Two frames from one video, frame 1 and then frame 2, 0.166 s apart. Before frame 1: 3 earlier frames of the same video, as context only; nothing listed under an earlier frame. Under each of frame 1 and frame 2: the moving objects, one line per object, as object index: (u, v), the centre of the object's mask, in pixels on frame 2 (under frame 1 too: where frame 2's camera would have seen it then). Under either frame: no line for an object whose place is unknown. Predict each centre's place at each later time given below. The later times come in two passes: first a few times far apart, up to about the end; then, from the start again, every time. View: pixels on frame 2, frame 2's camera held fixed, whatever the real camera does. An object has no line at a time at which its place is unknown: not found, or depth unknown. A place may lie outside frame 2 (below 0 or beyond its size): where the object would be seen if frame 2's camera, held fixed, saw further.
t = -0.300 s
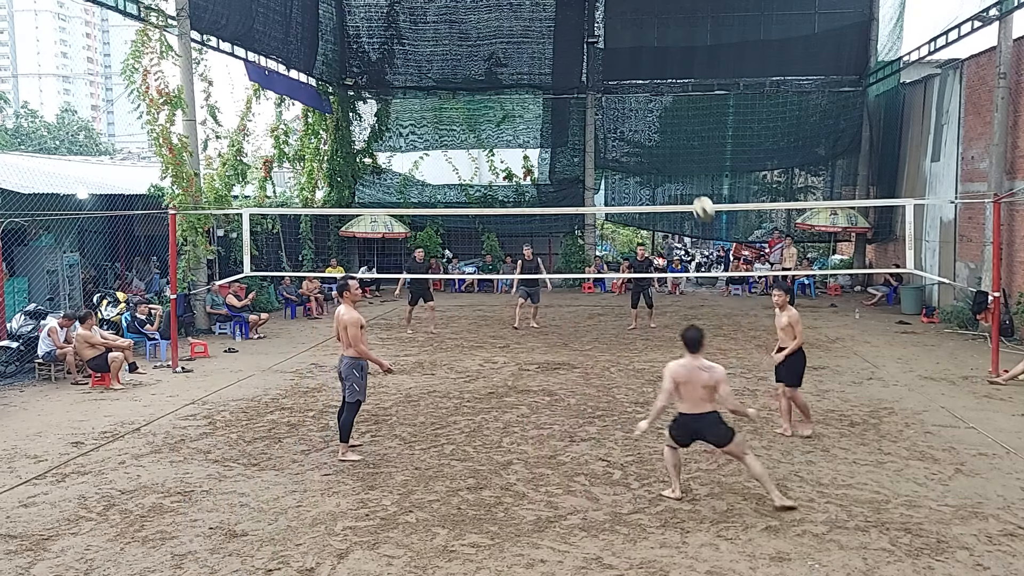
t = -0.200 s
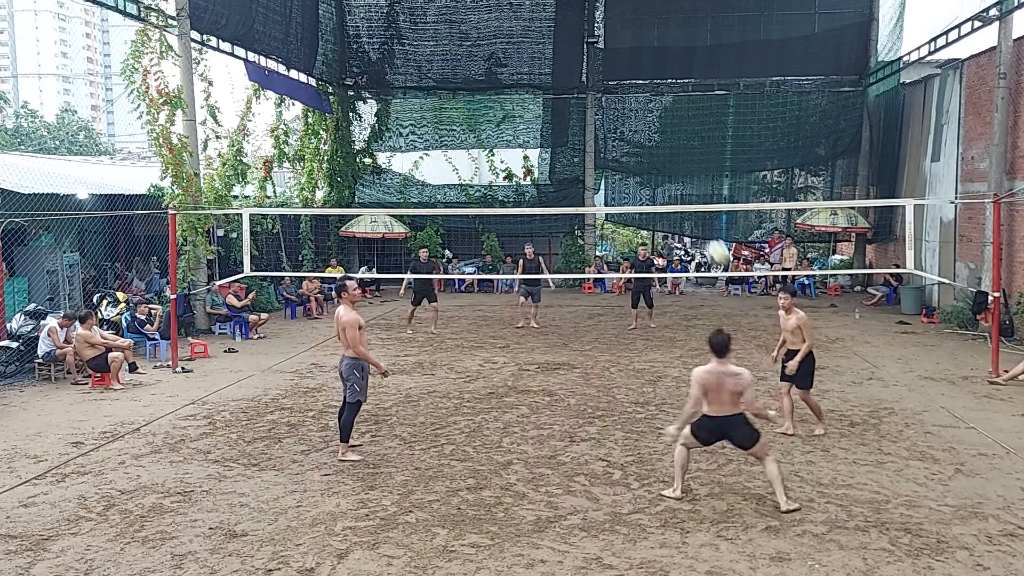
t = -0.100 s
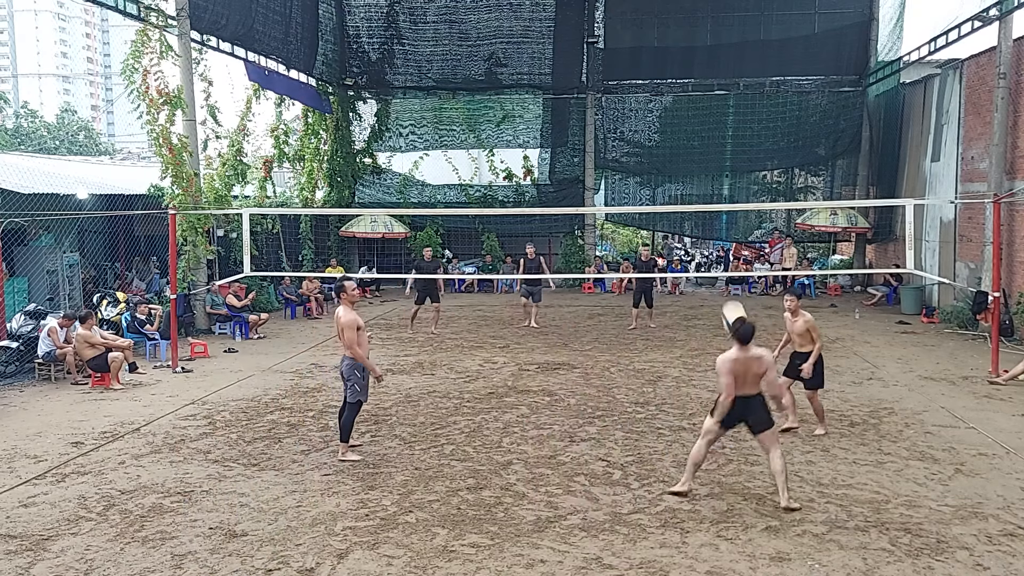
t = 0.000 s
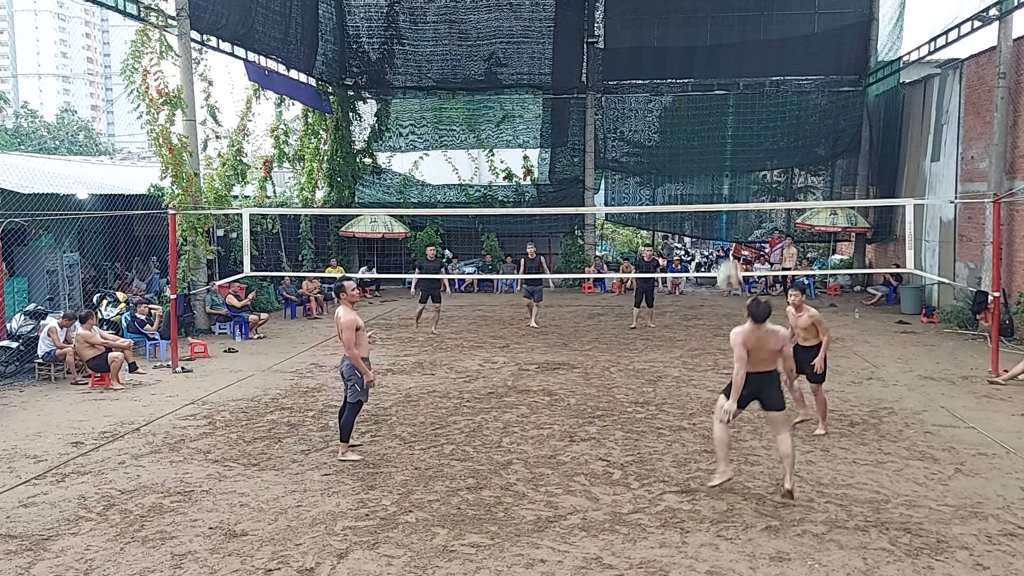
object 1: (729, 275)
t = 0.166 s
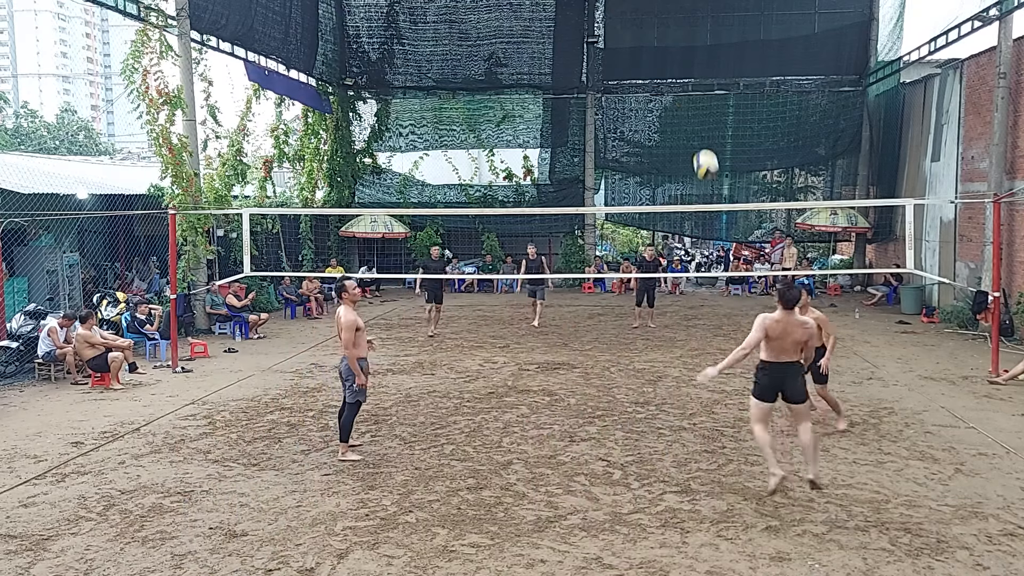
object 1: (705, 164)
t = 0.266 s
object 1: (692, 118)
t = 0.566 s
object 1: (657, 52)
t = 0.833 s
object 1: (629, 72)
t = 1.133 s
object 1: (602, 165)
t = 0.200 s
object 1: (701, 148)
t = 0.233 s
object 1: (697, 131)
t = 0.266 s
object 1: (692, 118)
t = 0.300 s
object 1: (688, 106)
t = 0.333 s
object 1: (684, 94)
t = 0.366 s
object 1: (680, 83)
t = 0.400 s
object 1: (676, 74)
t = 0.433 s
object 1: (672, 68)
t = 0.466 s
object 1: (668, 62)
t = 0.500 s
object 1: (665, 57)
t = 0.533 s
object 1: (661, 54)
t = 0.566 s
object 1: (657, 52)
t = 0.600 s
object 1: (653, 51)
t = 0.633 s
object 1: (650, 51)
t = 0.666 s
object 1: (646, 52)
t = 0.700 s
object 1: (643, 54)
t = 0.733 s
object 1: (639, 57)
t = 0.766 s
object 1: (636, 61)
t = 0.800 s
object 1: (632, 66)
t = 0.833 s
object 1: (629, 72)
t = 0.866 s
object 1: (626, 79)
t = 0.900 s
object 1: (622, 87)
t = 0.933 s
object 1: (619, 95)
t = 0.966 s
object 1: (616, 105)
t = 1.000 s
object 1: (614, 116)
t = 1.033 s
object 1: (610, 128)
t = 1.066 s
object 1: (607, 140)
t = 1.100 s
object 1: (605, 152)
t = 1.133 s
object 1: (602, 165)
